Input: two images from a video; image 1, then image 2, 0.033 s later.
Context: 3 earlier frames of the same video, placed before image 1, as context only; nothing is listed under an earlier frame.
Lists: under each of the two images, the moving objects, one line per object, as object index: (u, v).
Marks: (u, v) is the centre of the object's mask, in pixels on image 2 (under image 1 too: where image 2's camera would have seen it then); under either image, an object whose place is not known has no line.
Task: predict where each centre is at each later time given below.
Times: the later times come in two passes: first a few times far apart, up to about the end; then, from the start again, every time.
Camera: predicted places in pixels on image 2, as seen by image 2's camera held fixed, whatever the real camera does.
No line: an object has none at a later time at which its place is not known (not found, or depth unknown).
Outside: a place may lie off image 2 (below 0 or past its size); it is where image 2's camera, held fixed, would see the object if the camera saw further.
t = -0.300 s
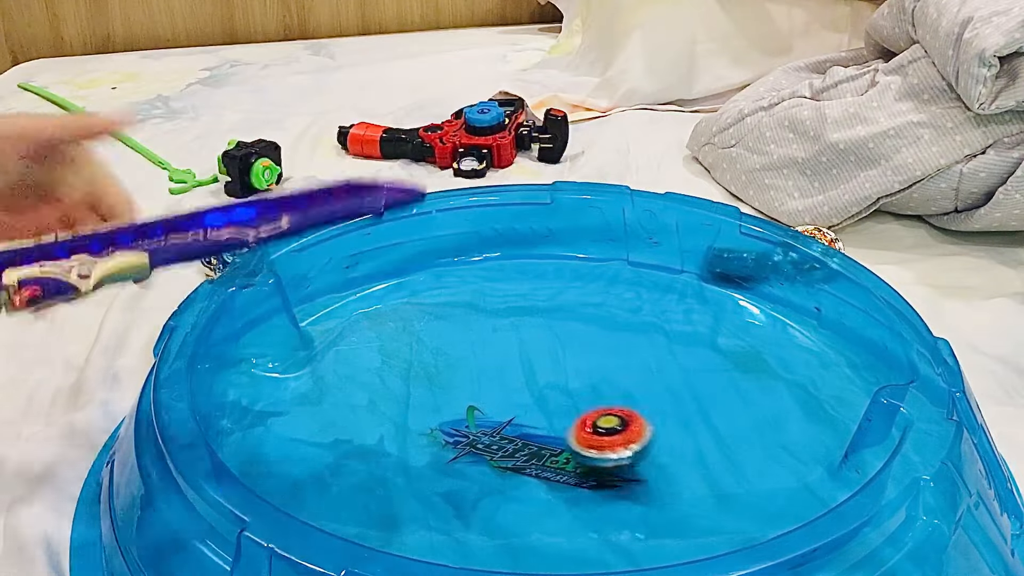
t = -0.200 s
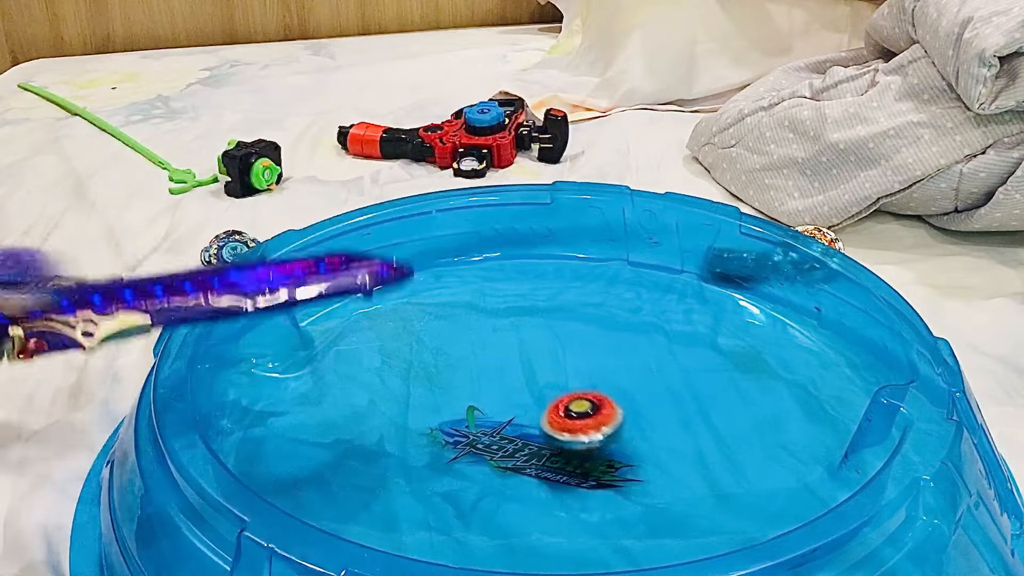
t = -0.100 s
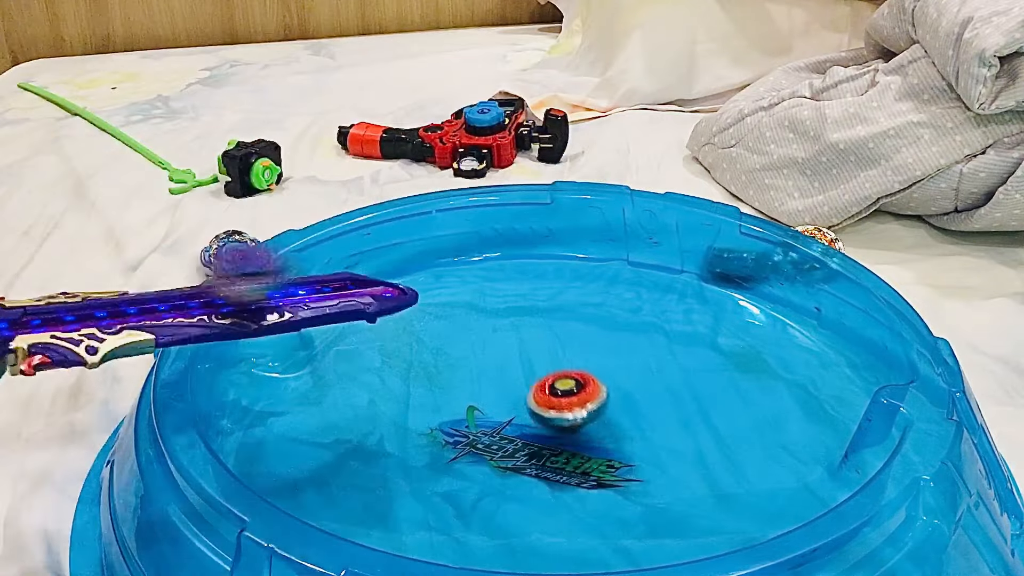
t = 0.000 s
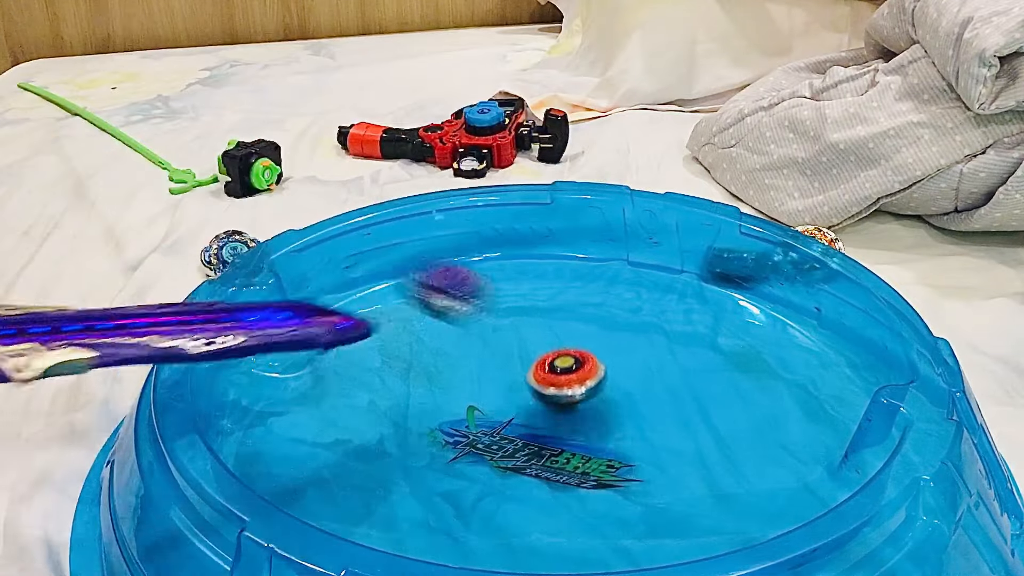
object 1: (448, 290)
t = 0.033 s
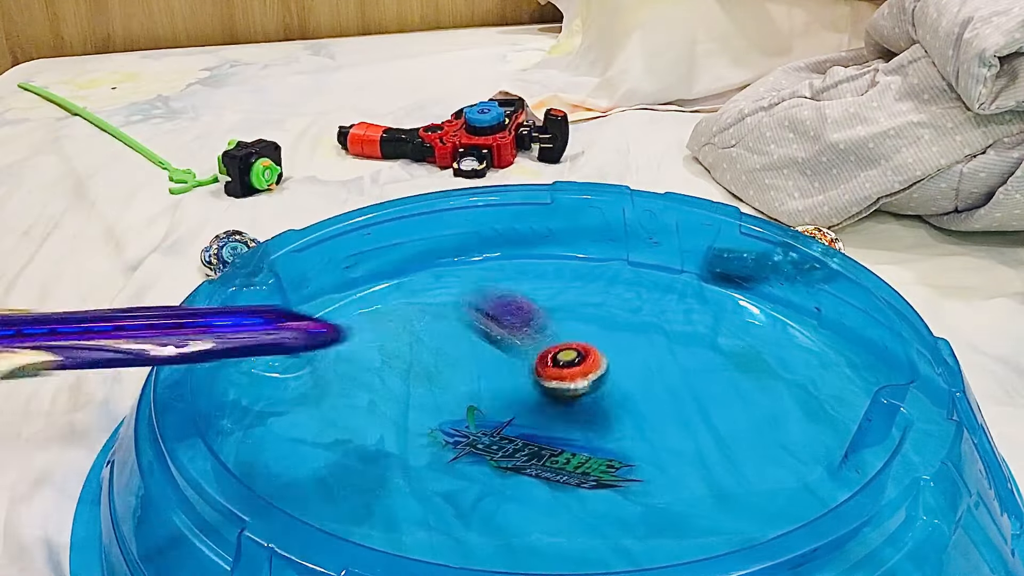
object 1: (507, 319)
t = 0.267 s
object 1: (335, 303)
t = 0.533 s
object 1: (542, 400)
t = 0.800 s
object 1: (641, 461)
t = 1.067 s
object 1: (552, 533)
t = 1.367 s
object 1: (471, 505)
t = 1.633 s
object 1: (501, 448)
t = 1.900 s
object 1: (541, 426)
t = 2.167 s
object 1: (576, 419)
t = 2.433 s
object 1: (600, 415)
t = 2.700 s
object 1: (610, 412)
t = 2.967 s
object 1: (608, 407)
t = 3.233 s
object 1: (599, 403)
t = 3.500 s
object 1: (589, 398)
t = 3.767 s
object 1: (579, 394)
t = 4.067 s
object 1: (564, 392)
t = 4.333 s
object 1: (551, 391)
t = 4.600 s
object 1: (539, 392)
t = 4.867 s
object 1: (531, 393)
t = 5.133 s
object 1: (526, 398)
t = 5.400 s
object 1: (521, 404)
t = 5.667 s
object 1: (518, 411)
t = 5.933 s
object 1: (520, 417)
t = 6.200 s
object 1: (524, 425)
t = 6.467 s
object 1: (532, 431)
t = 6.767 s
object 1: (543, 436)
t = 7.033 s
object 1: (554, 439)
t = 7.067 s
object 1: (557, 439)
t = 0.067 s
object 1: (494, 300)
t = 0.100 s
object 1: (446, 270)
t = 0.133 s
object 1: (398, 251)
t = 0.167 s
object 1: (350, 247)
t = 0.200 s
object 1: (342, 252)
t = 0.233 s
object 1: (338, 267)
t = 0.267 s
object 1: (335, 303)
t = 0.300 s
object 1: (349, 322)
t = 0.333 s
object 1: (374, 332)
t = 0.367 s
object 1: (401, 347)
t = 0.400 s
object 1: (429, 357)
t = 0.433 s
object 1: (458, 371)
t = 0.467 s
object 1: (487, 381)
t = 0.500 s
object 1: (515, 391)
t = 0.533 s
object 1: (542, 400)
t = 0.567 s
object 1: (565, 406)
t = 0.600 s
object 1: (586, 413)
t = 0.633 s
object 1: (603, 419)
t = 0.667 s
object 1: (617, 425)
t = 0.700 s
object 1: (628, 432)
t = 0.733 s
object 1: (635, 442)
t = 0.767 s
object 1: (640, 451)
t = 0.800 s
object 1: (641, 461)
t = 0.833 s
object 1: (640, 472)
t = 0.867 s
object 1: (636, 483)
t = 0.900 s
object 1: (627, 494)
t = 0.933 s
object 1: (617, 505)
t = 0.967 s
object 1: (603, 515)
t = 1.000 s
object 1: (587, 523)
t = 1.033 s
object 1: (570, 529)
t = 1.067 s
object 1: (552, 533)
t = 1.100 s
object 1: (536, 536)
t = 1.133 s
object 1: (520, 536)
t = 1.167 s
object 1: (506, 535)
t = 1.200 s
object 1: (495, 534)
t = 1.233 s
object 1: (485, 530)
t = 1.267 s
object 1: (479, 526)
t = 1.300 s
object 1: (475, 519)
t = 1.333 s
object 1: (472, 512)
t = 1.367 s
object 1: (471, 505)
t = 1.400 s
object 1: (472, 497)
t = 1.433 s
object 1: (475, 489)
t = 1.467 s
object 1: (478, 482)
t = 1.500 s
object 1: (482, 473)
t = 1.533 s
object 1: (486, 467)
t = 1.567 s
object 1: (491, 459)
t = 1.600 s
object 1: (495, 454)
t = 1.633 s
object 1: (501, 448)
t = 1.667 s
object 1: (506, 444)
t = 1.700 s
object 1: (511, 441)
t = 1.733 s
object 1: (516, 437)
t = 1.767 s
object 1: (521, 433)
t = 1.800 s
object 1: (527, 431)
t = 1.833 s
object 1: (531, 429)
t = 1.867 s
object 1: (536, 427)
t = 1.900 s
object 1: (541, 426)
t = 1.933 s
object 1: (546, 425)
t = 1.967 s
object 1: (551, 424)
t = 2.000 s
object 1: (555, 423)
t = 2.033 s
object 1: (559, 422)
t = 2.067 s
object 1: (564, 421)
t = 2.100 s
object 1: (568, 421)
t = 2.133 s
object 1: (572, 419)
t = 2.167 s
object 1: (576, 419)
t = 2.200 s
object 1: (580, 419)
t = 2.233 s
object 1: (583, 418)
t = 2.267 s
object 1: (587, 418)
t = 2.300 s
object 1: (590, 417)
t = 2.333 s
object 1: (593, 417)
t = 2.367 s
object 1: (595, 416)
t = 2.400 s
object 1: (598, 415)
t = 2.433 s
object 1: (600, 415)
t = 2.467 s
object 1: (602, 414)
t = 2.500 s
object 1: (604, 414)
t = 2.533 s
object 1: (605, 413)
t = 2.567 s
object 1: (606, 413)
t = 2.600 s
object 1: (607, 413)
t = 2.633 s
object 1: (608, 412)
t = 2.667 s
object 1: (609, 412)
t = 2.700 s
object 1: (610, 412)
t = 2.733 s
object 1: (610, 411)
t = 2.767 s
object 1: (611, 411)
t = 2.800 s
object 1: (611, 410)
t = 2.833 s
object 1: (611, 410)
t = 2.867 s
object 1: (610, 409)
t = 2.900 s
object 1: (610, 409)
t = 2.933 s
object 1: (609, 408)
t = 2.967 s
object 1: (608, 407)
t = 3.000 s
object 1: (607, 407)
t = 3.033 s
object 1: (606, 406)
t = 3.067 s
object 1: (604, 405)
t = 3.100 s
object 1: (603, 405)
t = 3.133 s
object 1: (602, 404)
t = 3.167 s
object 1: (601, 404)
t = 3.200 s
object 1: (600, 404)
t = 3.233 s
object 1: (599, 403)
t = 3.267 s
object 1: (598, 402)
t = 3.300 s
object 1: (597, 402)
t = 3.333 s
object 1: (595, 401)
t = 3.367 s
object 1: (594, 401)
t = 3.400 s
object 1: (593, 400)
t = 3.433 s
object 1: (592, 400)
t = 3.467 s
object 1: (591, 399)
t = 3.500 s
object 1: (589, 398)
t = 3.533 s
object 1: (588, 398)
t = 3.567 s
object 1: (587, 397)
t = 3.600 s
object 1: (586, 397)
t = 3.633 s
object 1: (584, 396)
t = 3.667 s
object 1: (583, 396)
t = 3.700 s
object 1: (582, 395)
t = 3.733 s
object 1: (580, 395)
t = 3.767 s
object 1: (579, 394)
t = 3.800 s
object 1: (577, 394)
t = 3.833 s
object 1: (576, 394)
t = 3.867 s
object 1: (574, 394)
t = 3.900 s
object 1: (572, 393)
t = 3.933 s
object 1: (570, 393)
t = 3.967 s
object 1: (569, 393)
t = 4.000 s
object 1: (568, 393)
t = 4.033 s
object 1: (566, 393)
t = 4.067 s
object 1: (564, 392)
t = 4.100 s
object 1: (563, 392)
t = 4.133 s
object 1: (561, 393)
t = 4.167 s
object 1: (560, 392)
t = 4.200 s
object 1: (558, 392)
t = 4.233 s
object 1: (556, 391)
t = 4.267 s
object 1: (554, 391)
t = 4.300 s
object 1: (552, 391)
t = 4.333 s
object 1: (551, 391)
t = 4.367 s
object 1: (549, 391)
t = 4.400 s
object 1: (548, 391)
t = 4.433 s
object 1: (546, 391)
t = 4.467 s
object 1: (545, 391)
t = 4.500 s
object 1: (543, 391)
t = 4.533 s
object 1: (542, 391)
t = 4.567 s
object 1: (541, 392)
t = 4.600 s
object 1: (539, 392)
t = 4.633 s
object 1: (538, 392)
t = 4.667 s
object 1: (537, 392)
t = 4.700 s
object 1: (536, 392)
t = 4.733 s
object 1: (535, 392)
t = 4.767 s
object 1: (534, 392)
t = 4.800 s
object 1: (533, 393)
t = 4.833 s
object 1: (532, 393)
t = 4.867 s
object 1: (531, 393)
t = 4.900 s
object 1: (530, 394)
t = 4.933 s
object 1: (529, 394)
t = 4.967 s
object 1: (529, 395)
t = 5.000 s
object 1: (528, 396)
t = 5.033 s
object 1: (528, 396)
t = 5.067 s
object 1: (527, 397)
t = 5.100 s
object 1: (527, 398)
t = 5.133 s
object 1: (526, 398)
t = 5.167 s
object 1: (525, 399)
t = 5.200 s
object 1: (525, 400)
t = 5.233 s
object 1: (524, 401)
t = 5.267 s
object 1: (523, 401)
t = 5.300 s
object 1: (523, 402)
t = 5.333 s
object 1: (522, 402)
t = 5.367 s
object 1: (522, 403)
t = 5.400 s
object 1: (521, 404)
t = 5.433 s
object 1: (520, 405)
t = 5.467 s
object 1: (520, 406)
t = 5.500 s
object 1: (520, 406)
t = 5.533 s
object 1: (519, 407)
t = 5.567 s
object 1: (519, 408)
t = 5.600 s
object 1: (519, 409)
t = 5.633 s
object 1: (518, 410)
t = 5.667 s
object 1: (518, 411)
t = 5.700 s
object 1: (518, 412)
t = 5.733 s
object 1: (519, 412)
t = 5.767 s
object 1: (518, 413)
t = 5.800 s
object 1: (519, 414)
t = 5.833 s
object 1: (519, 415)
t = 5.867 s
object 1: (519, 416)
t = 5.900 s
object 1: (519, 416)
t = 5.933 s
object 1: (520, 417)
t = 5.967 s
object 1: (520, 418)
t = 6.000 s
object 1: (521, 419)
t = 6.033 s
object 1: (521, 421)
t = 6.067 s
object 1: (522, 421)
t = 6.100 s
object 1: (523, 422)
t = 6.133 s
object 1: (523, 423)
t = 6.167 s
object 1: (524, 423)
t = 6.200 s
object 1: (524, 425)
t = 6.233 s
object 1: (526, 425)
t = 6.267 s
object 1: (527, 426)
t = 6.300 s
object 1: (528, 427)
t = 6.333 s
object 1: (528, 428)
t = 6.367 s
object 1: (529, 429)
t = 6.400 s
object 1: (531, 430)
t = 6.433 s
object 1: (531, 430)
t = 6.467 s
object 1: (532, 431)
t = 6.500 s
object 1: (533, 432)
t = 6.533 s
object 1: (534, 433)
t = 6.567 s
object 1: (536, 433)
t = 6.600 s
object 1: (537, 434)
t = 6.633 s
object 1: (538, 435)
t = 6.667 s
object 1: (539, 435)
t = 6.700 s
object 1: (540, 436)
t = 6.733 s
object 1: (541, 436)
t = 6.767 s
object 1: (543, 436)
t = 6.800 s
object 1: (545, 436)
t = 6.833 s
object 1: (546, 436)
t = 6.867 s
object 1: (547, 437)
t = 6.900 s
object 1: (548, 437)
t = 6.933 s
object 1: (549, 437)
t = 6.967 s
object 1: (550, 437)
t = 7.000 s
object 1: (552, 437)
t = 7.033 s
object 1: (554, 439)
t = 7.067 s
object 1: (557, 439)
